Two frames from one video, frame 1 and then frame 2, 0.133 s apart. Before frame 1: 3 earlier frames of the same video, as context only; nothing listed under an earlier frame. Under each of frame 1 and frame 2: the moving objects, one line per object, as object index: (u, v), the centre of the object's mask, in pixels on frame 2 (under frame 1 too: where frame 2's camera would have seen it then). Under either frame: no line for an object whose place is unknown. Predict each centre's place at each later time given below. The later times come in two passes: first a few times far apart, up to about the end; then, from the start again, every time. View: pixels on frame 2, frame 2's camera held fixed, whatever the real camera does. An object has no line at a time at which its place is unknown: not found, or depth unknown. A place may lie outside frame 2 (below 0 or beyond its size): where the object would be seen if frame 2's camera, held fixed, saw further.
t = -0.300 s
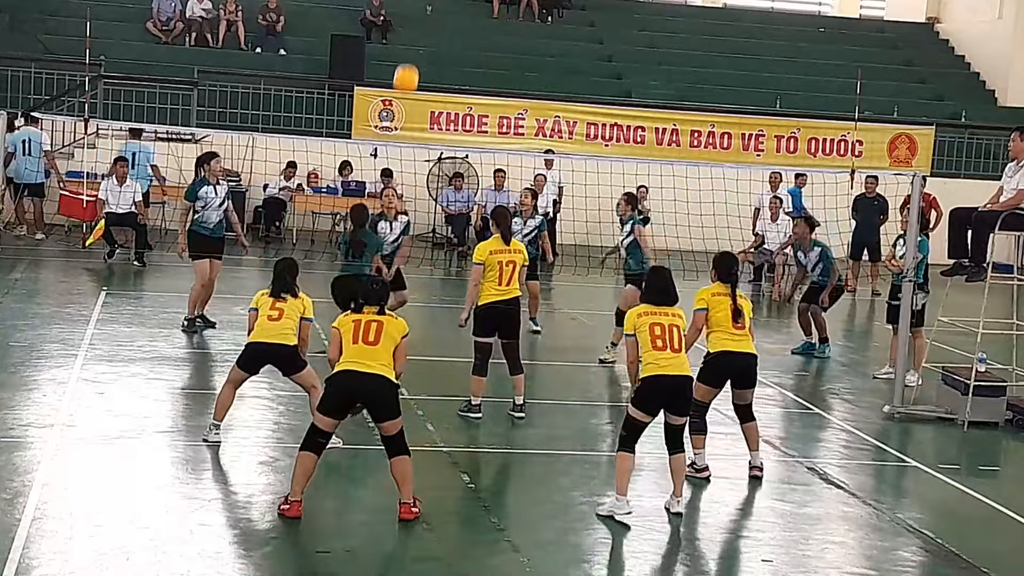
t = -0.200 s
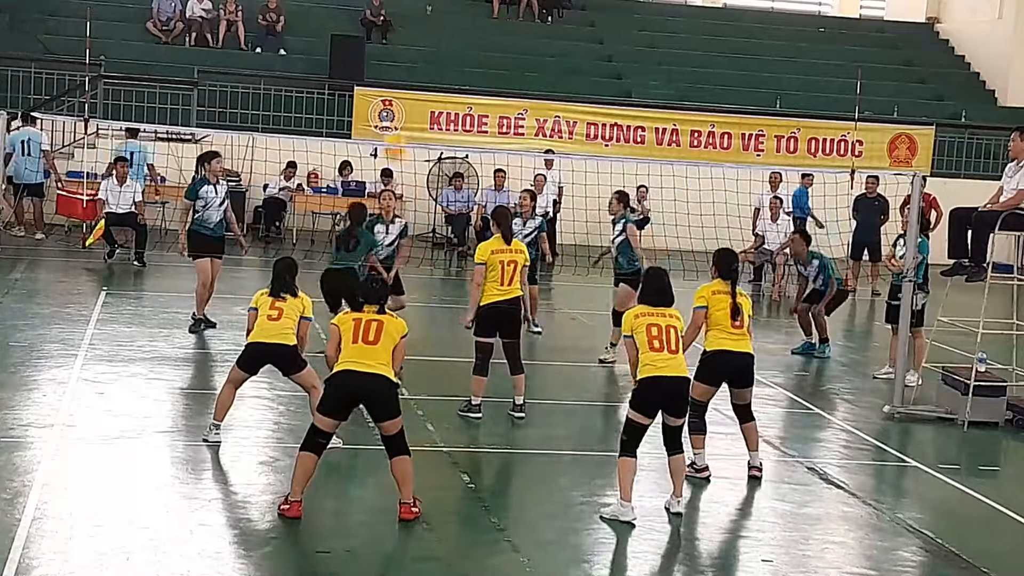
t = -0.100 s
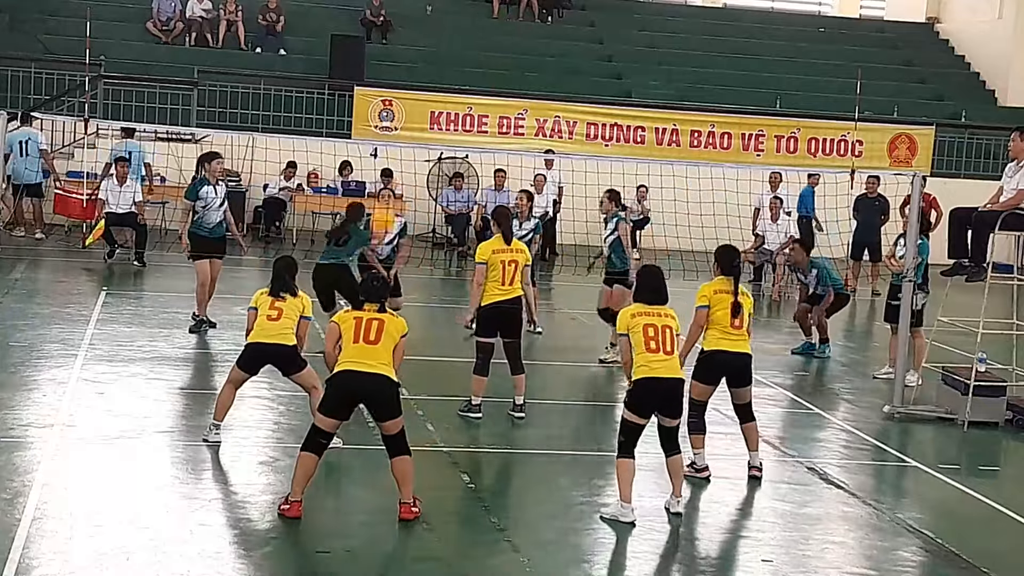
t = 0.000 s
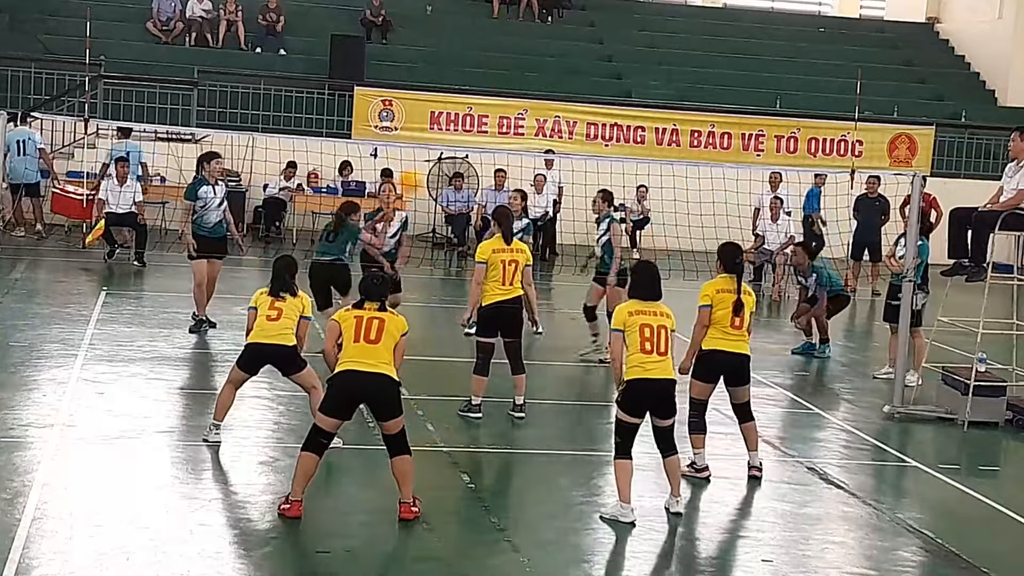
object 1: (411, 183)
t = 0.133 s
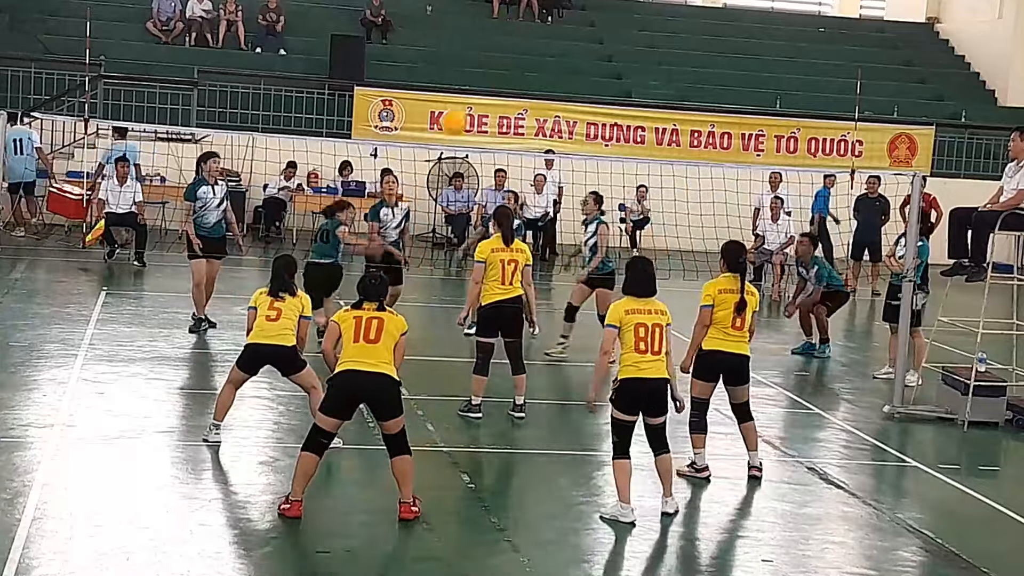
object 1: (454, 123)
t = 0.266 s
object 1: (501, 81)
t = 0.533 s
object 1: (598, 61)
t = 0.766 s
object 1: (686, 119)
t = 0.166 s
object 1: (465, 110)
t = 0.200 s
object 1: (478, 98)
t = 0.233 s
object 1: (490, 88)
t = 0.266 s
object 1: (501, 81)
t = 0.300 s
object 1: (513, 74)
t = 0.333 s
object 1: (525, 69)
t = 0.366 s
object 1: (537, 64)
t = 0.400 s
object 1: (549, 60)
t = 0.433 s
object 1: (562, 58)
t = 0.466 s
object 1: (574, 58)
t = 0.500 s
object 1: (586, 59)
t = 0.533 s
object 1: (598, 61)
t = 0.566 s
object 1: (611, 65)
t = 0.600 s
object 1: (623, 69)
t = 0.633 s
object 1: (636, 76)
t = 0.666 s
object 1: (648, 85)
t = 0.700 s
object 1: (661, 94)
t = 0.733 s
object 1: (673, 105)
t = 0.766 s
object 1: (686, 119)
